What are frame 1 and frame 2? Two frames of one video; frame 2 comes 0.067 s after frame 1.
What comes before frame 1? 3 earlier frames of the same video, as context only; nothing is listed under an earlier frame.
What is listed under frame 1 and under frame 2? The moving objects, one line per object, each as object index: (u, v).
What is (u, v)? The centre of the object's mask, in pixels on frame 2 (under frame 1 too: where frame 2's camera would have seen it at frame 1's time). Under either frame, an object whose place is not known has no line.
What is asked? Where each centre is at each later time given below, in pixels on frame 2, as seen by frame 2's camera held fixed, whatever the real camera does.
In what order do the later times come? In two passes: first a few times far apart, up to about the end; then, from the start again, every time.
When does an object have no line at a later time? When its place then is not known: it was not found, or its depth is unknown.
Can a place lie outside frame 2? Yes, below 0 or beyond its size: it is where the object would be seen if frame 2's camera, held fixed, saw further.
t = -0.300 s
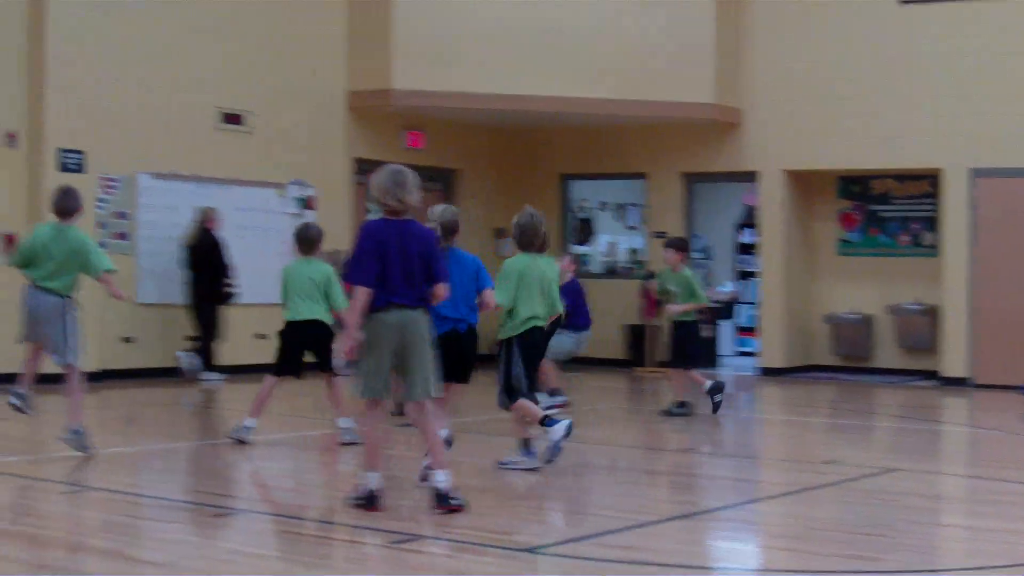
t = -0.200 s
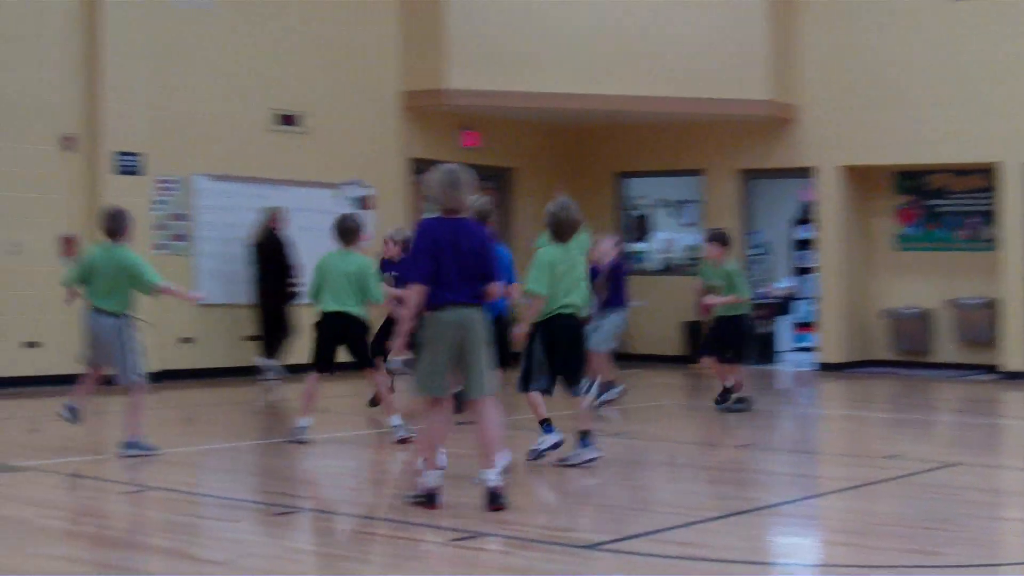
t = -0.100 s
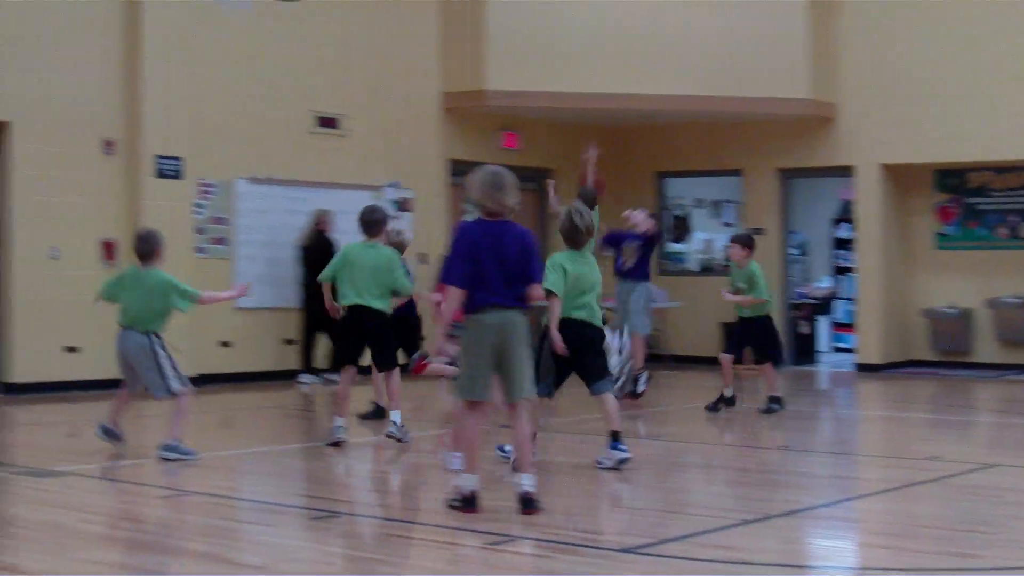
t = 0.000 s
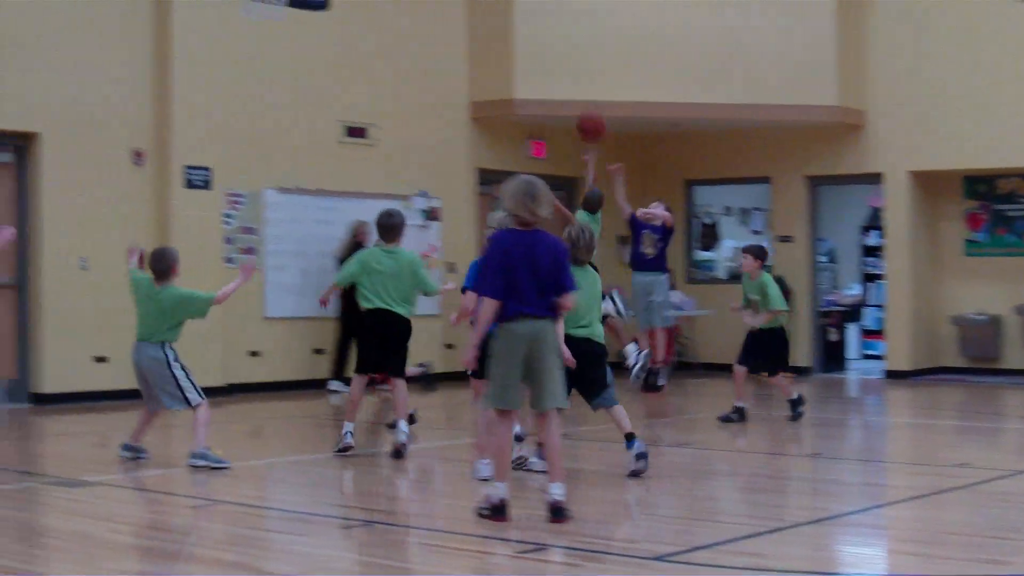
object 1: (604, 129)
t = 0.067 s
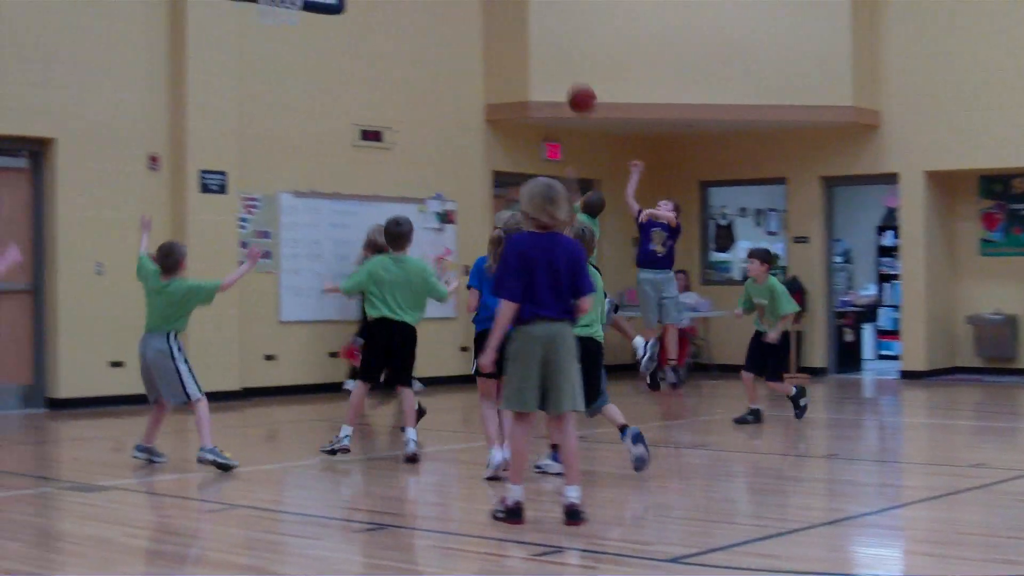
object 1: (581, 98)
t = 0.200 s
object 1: (536, 55)
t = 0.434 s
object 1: (455, 34)
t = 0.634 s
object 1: (383, 75)
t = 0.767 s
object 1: (337, 128)
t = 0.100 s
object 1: (570, 86)
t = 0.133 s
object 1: (559, 75)
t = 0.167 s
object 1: (548, 64)
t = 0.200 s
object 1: (536, 55)
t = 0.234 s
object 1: (524, 47)
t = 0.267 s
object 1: (512, 42)
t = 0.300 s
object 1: (503, 38)
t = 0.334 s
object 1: (494, 35)
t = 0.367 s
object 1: (481, 33)
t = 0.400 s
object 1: (468, 32)
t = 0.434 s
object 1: (455, 34)
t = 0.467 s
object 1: (443, 38)
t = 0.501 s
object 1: (433, 43)
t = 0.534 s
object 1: (421, 49)
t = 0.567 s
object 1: (410, 55)
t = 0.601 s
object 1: (396, 66)
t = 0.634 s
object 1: (383, 75)
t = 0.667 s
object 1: (371, 86)
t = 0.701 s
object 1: (360, 99)
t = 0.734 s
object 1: (348, 113)
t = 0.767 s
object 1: (337, 128)
